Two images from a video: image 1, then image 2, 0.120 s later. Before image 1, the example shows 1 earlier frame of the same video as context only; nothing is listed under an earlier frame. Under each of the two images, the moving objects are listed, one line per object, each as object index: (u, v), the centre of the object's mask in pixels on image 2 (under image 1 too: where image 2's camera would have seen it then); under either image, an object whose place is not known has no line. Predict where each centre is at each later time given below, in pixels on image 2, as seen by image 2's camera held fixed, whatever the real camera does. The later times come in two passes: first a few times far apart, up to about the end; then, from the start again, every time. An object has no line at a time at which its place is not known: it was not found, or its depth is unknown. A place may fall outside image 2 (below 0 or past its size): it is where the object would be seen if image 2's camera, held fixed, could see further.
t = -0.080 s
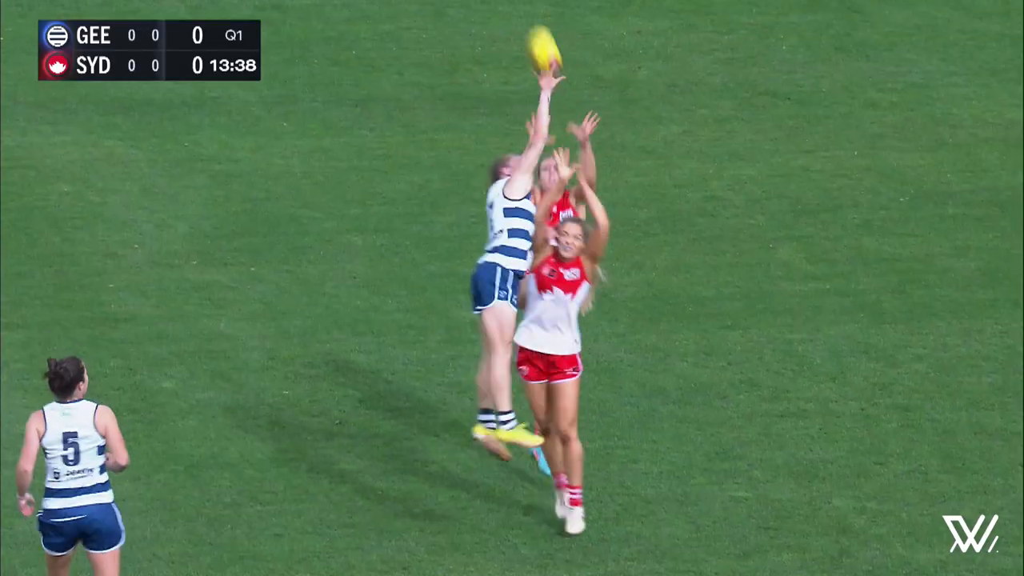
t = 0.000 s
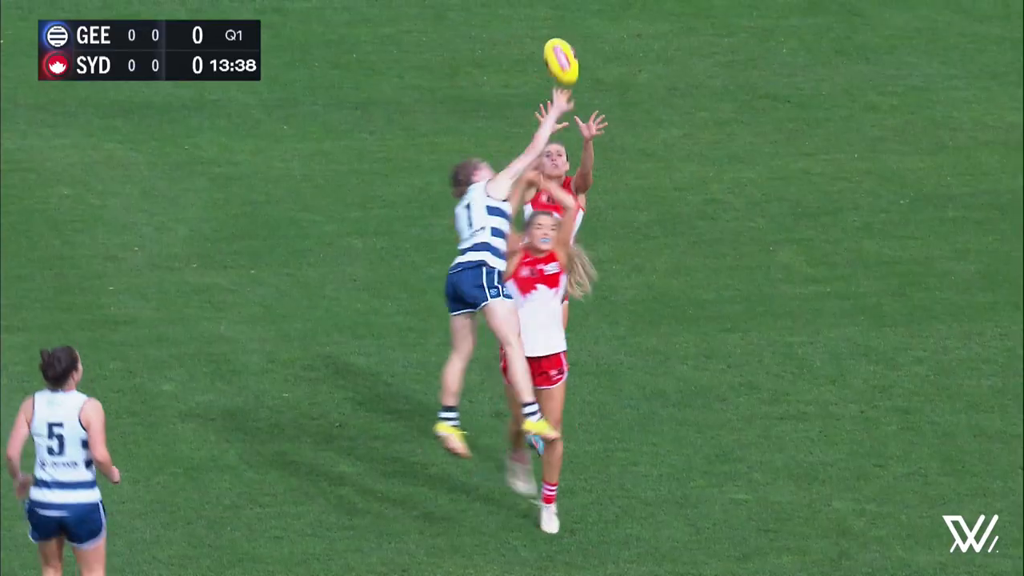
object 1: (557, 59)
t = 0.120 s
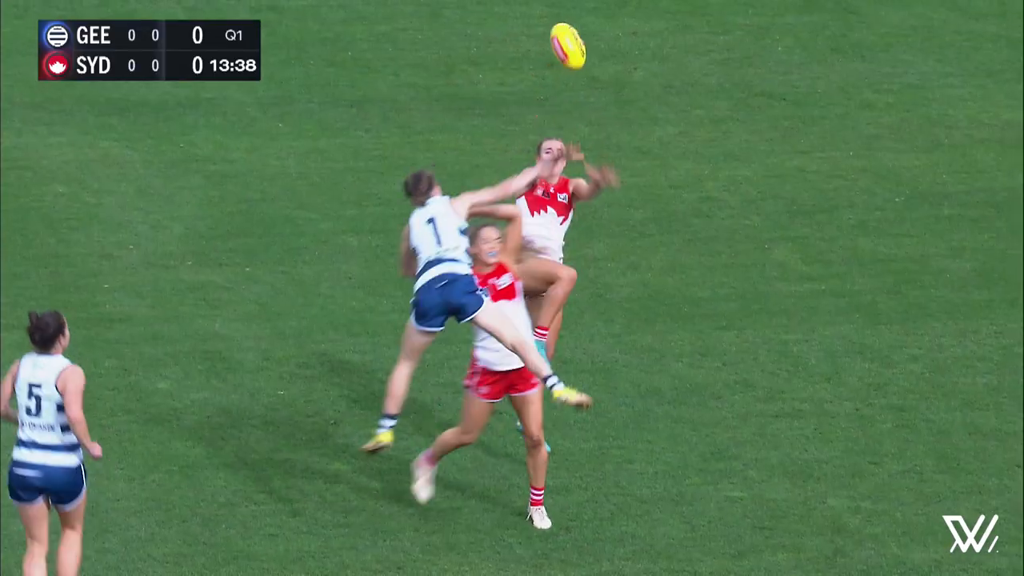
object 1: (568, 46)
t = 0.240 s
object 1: (579, 57)
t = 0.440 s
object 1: (599, 134)
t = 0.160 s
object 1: (572, 47)
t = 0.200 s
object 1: (576, 51)
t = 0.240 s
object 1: (579, 57)
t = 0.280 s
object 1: (583, 65)
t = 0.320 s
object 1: (587, 80)
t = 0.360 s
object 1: (591, 96)
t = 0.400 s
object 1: (594, 112)
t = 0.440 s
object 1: (599, 134)
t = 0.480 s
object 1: (603, 158)
